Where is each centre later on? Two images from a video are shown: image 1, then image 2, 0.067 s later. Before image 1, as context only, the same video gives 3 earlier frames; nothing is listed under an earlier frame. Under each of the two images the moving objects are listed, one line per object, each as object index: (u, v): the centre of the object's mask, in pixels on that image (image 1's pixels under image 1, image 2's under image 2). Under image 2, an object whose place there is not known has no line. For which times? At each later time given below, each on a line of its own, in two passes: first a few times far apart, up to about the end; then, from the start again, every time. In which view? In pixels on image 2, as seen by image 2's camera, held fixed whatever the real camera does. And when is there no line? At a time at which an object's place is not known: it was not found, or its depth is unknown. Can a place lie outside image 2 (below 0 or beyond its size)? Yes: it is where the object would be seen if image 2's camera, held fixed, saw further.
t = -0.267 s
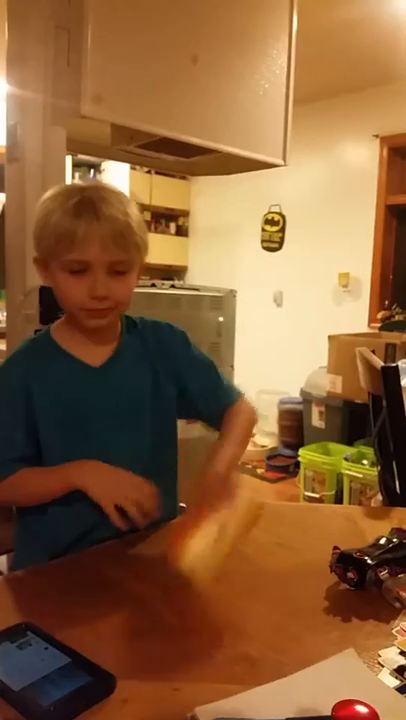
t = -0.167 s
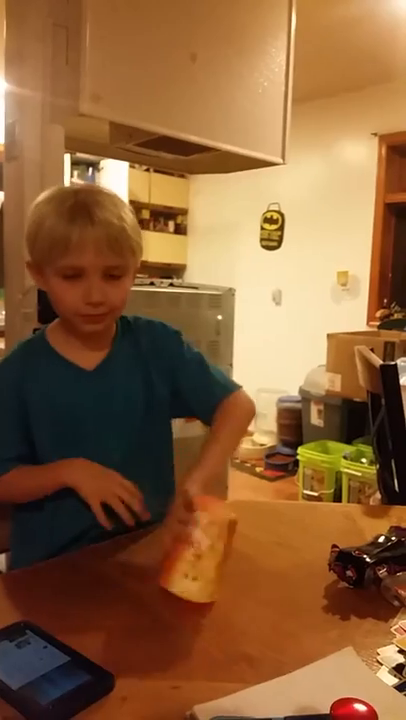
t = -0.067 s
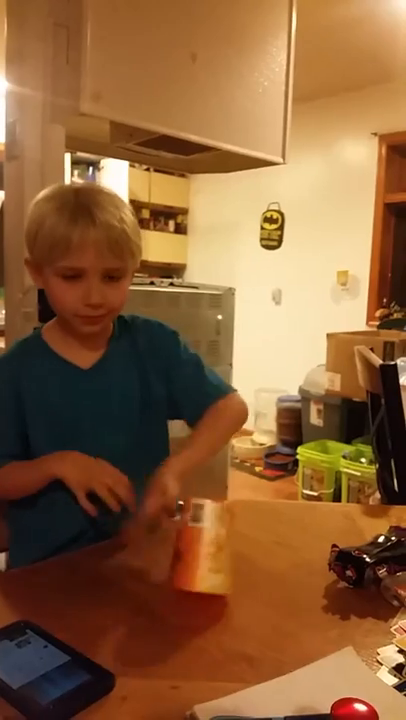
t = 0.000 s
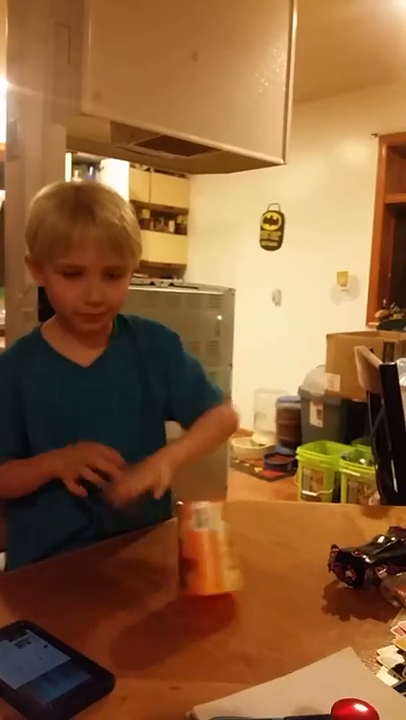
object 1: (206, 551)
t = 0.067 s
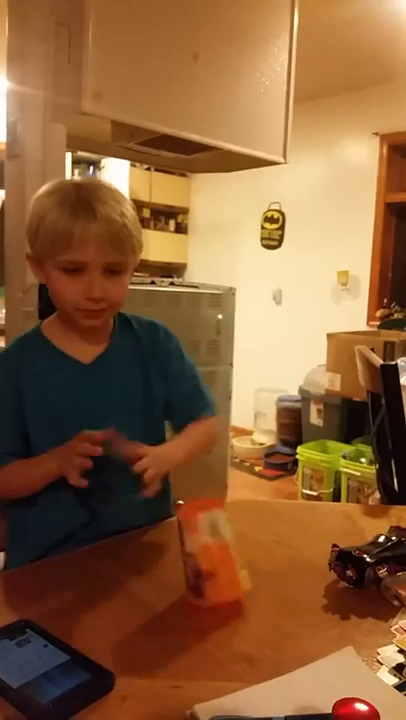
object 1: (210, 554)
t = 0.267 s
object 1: (222, 556)
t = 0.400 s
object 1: (224, 565)
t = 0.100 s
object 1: (213, 556)
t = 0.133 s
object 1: (214, 557)
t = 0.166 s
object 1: (217, 556)
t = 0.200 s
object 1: (218, 557)
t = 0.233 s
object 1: (221, 556)
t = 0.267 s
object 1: (222, 556)
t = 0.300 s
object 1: (223, 557)
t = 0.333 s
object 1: (223, 560)
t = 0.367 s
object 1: (223, 562)
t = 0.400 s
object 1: (224, 565)
